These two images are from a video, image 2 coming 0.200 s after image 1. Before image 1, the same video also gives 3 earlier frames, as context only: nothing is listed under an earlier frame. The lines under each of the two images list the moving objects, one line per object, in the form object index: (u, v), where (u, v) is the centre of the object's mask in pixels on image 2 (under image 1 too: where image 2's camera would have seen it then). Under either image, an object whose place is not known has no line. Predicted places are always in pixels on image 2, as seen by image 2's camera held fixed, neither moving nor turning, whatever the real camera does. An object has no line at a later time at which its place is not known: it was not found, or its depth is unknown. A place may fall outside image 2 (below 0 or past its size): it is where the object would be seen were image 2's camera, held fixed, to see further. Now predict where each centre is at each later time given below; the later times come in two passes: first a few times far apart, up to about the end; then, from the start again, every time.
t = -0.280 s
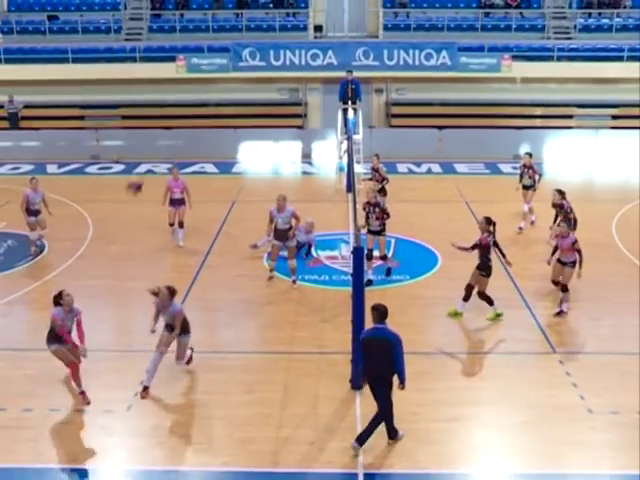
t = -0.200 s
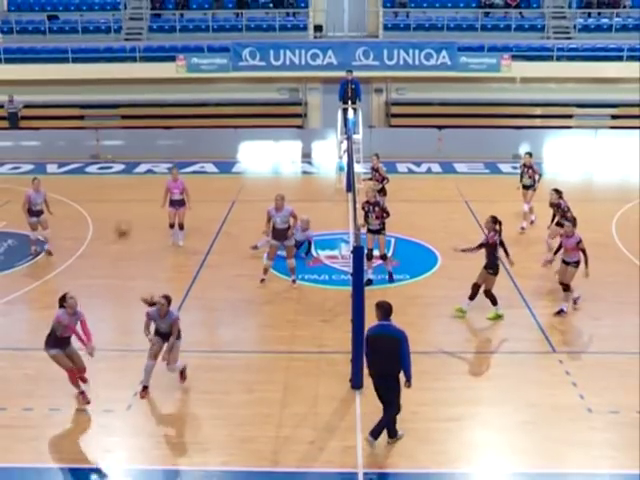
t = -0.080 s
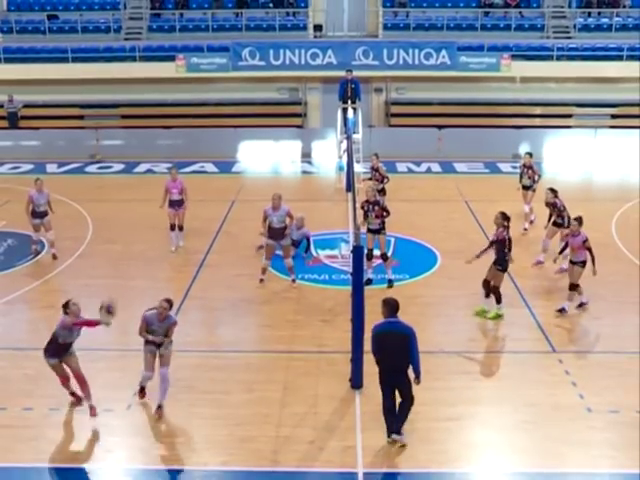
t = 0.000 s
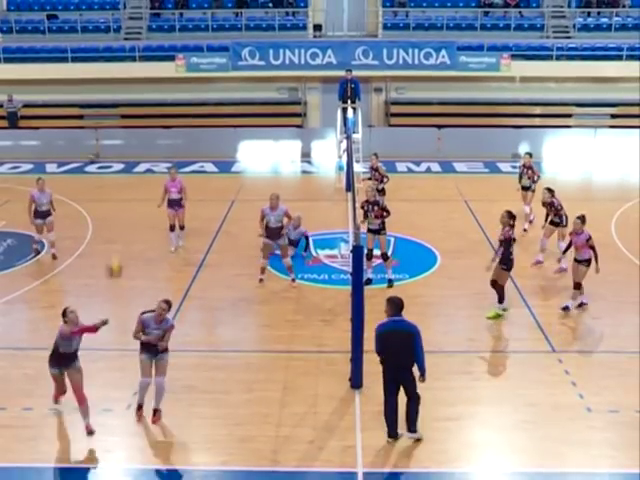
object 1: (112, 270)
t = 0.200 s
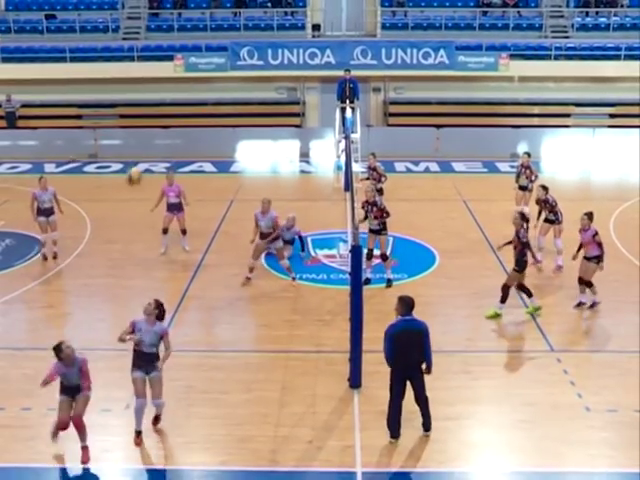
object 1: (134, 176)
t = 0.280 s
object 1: (141, 152)
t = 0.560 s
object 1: (169, 106)
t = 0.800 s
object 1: (190, 115)
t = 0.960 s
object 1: (203, 139)
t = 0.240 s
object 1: (137, 163)
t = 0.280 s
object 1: (141, 152)
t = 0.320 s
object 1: (145, 141)
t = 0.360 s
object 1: (150, 131)
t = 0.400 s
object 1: (153, 123)
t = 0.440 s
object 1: (157, 118)
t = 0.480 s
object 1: (162, 112)
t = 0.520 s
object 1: (165, 108)
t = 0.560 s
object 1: (169, 106)
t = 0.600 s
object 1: (172, 105)
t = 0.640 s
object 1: (176, 105)
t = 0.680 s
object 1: (180, 105)
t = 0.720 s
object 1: (184, 107)
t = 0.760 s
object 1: (188, 111)
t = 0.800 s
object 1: (190, 115)
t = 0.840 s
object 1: (194, 120)
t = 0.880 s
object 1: (197, 126)
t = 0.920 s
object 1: (201, 132)
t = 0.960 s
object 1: (203, 139)
